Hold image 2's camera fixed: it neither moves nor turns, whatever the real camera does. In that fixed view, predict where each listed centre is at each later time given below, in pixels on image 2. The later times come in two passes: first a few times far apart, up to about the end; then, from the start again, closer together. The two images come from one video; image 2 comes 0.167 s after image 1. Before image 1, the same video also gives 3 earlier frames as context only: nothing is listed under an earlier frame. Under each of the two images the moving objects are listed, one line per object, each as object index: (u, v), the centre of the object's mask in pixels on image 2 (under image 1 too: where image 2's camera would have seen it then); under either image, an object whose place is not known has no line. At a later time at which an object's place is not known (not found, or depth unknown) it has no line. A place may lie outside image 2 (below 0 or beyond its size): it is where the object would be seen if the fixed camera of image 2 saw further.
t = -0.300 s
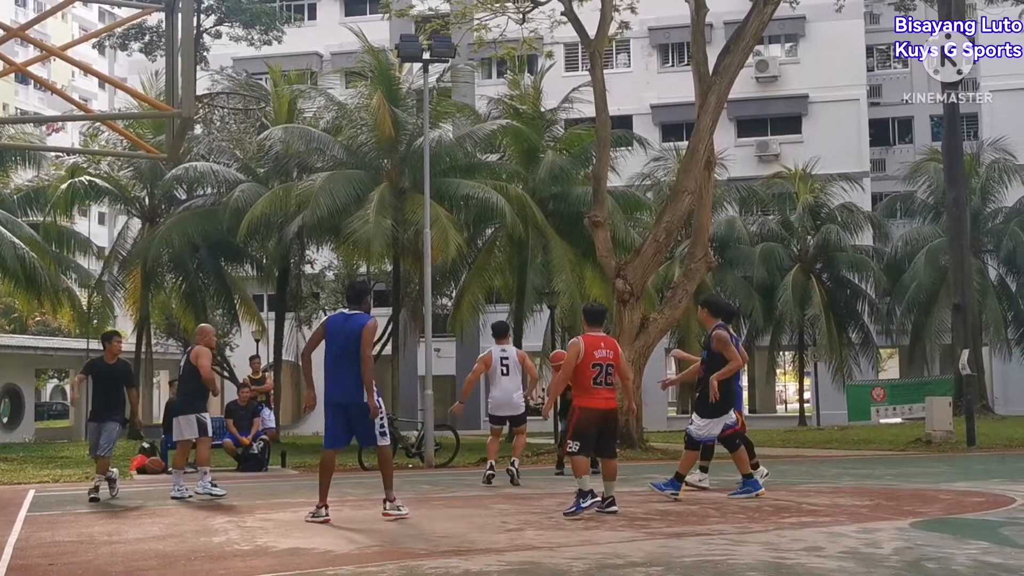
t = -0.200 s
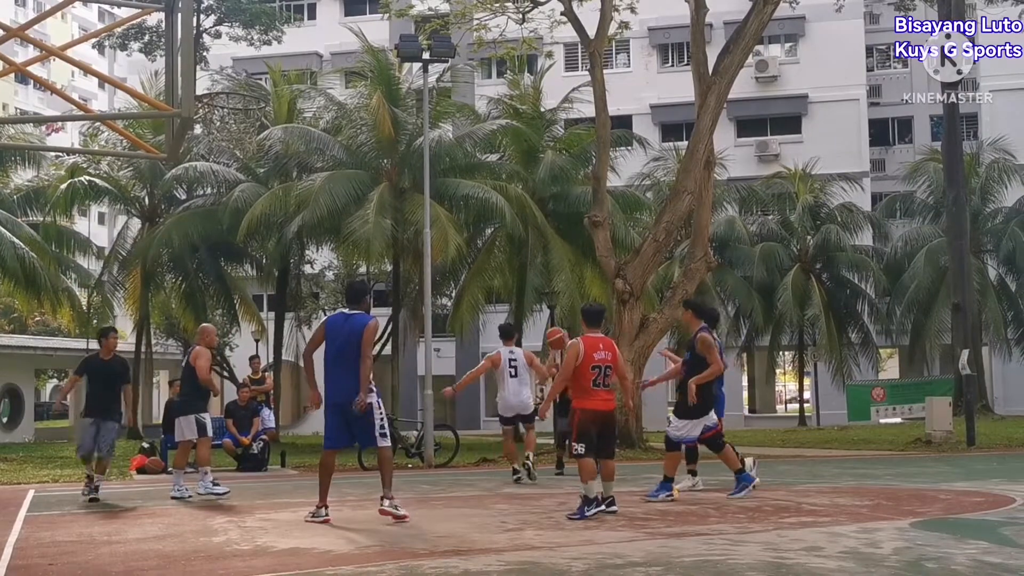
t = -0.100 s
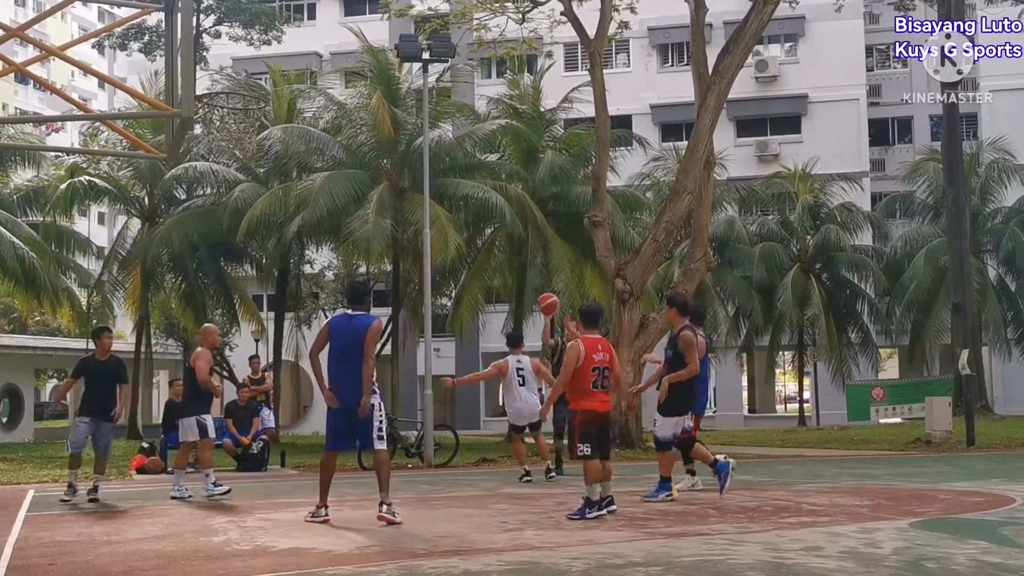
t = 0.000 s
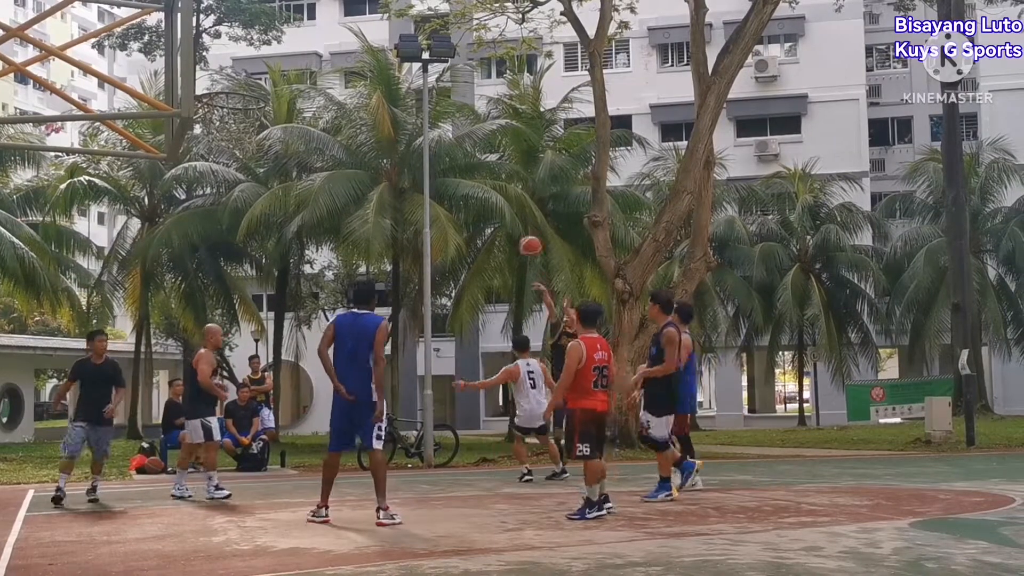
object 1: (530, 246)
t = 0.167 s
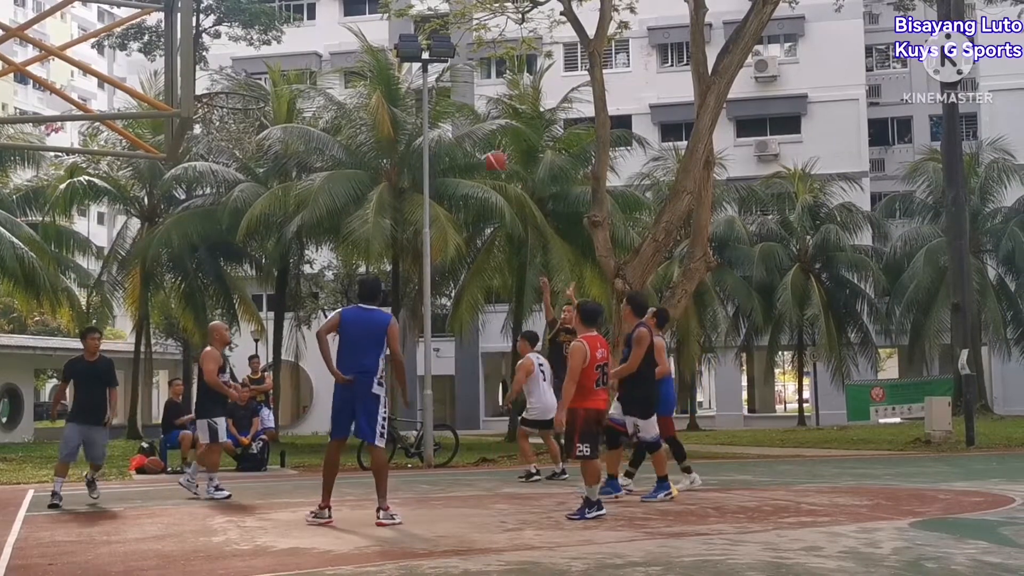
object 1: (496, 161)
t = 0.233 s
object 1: (483, 133)
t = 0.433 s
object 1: (436, 65)
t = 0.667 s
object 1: (371, 28)
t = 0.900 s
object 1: (295, 48)
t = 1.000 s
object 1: (259, 79)
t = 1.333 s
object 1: (238, 8)
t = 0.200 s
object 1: (489, 148)
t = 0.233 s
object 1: (483, 133)
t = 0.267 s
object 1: (474, 119)
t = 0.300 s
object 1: (467, 108)
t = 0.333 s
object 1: (458, 96)
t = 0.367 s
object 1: (450, 85)
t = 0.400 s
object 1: (442, 74)
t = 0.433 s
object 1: (436, 65)
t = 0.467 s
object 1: (426, 56)
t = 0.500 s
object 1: (418, 48)
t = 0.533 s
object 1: (411, 43)
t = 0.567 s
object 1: (400, 38)
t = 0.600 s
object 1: (390, 33)
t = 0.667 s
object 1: (371, 28)
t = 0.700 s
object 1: (361, 27)
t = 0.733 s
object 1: (351, 27)
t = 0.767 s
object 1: (341, 29)
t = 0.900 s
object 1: (295, 48)
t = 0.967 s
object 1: (271, 67)
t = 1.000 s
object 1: (259, 79)
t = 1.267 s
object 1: (238, 16)
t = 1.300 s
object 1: (239, 12)
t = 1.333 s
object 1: (238, 8)
